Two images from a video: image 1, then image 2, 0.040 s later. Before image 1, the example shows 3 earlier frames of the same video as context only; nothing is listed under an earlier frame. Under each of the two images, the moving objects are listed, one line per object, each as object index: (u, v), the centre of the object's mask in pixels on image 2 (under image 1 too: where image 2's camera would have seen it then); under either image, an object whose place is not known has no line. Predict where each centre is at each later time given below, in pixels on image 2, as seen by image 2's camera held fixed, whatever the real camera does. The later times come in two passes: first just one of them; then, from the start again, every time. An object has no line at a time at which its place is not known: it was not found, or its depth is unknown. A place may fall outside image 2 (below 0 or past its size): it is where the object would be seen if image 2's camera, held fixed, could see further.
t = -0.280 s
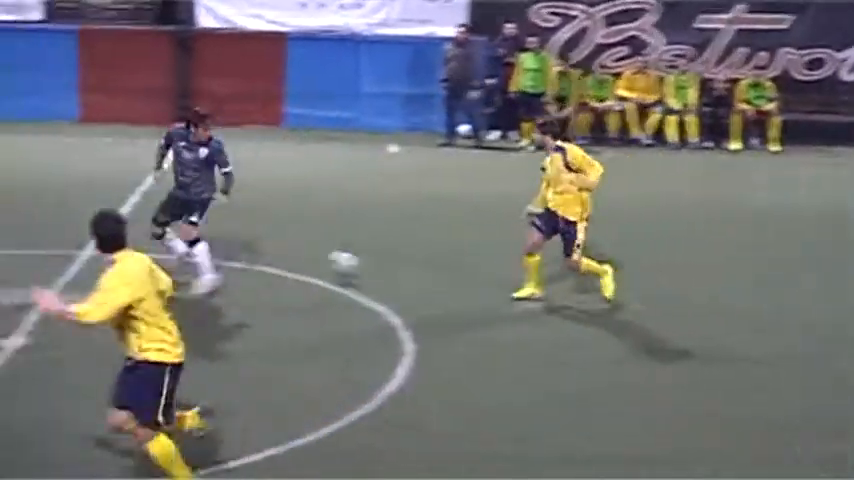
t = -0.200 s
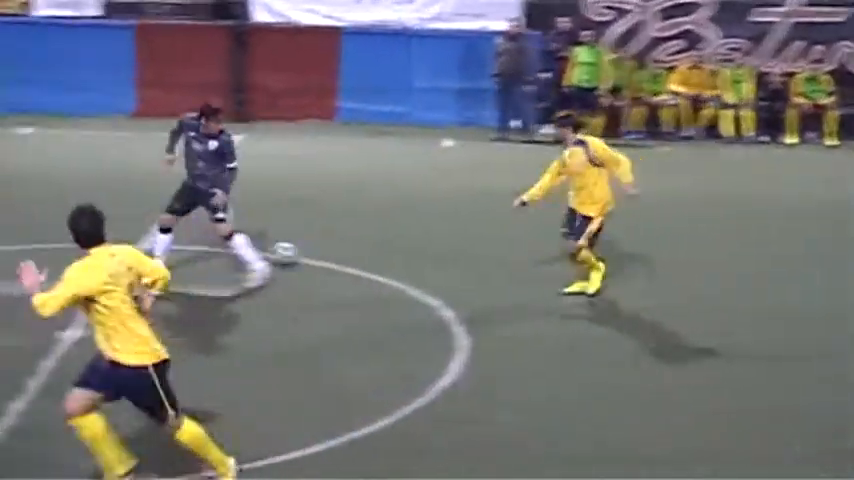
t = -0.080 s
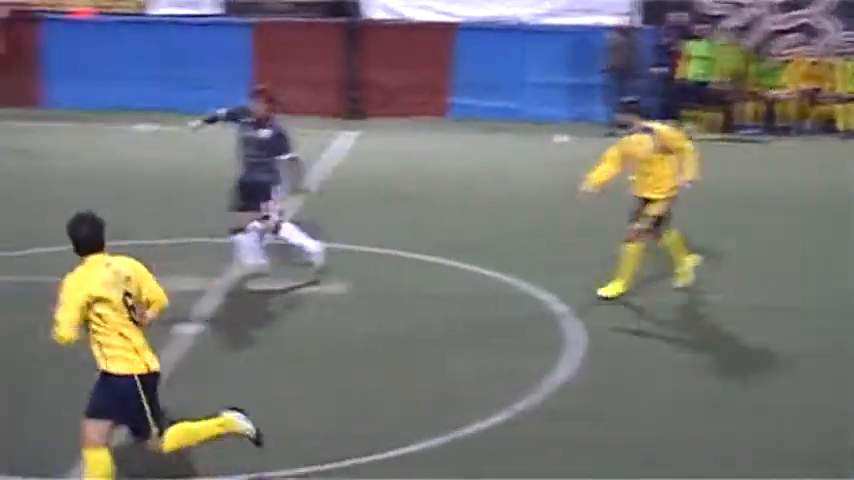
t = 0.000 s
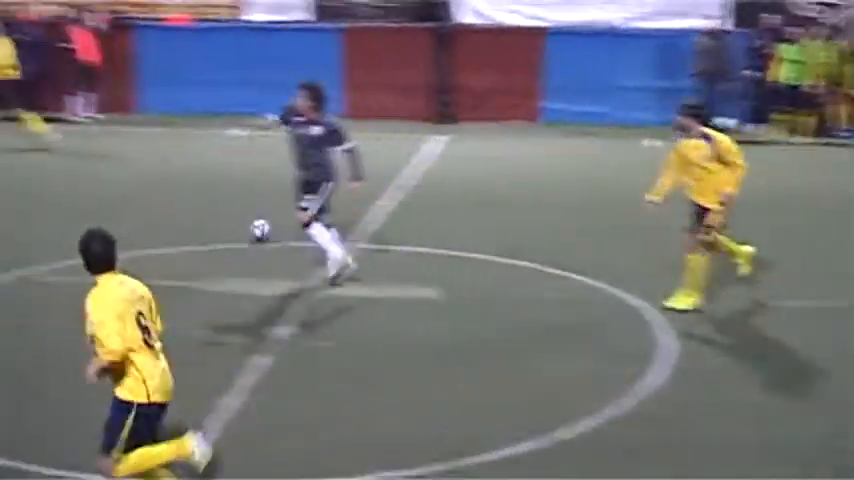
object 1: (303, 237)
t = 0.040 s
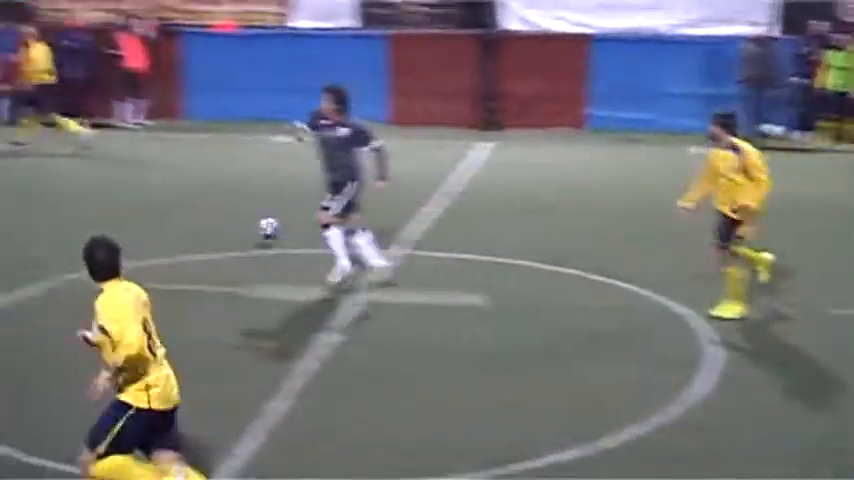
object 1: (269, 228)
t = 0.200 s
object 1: (133, 215)
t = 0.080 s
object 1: (234, 222)
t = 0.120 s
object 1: (200, 219)
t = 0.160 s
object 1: (166, 217)
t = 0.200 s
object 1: (133, 215)
